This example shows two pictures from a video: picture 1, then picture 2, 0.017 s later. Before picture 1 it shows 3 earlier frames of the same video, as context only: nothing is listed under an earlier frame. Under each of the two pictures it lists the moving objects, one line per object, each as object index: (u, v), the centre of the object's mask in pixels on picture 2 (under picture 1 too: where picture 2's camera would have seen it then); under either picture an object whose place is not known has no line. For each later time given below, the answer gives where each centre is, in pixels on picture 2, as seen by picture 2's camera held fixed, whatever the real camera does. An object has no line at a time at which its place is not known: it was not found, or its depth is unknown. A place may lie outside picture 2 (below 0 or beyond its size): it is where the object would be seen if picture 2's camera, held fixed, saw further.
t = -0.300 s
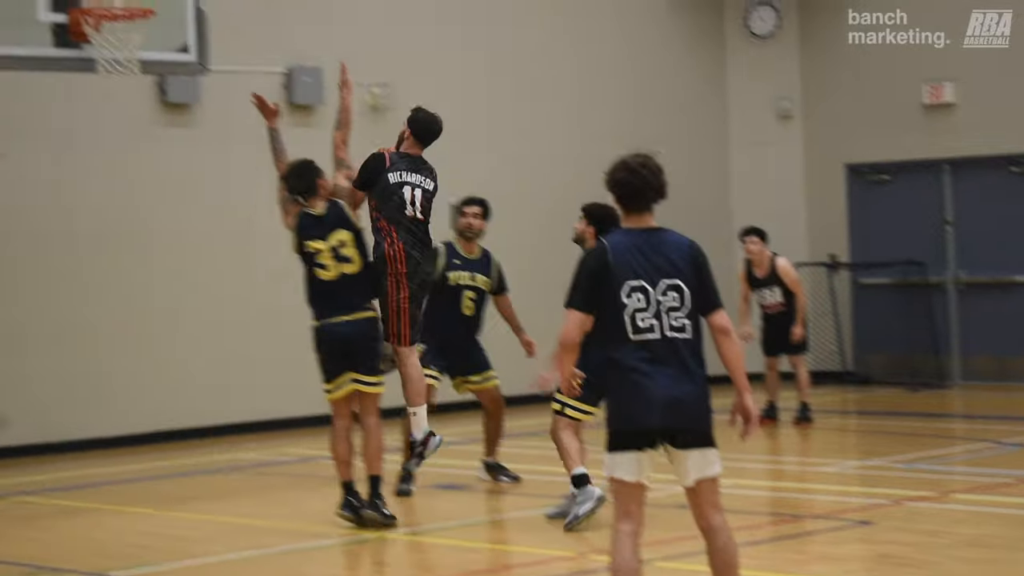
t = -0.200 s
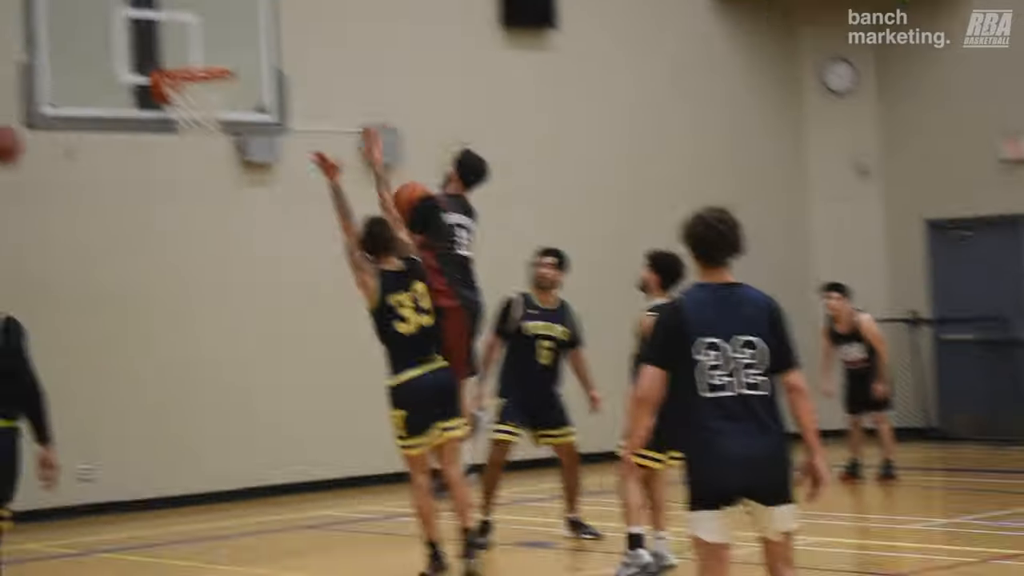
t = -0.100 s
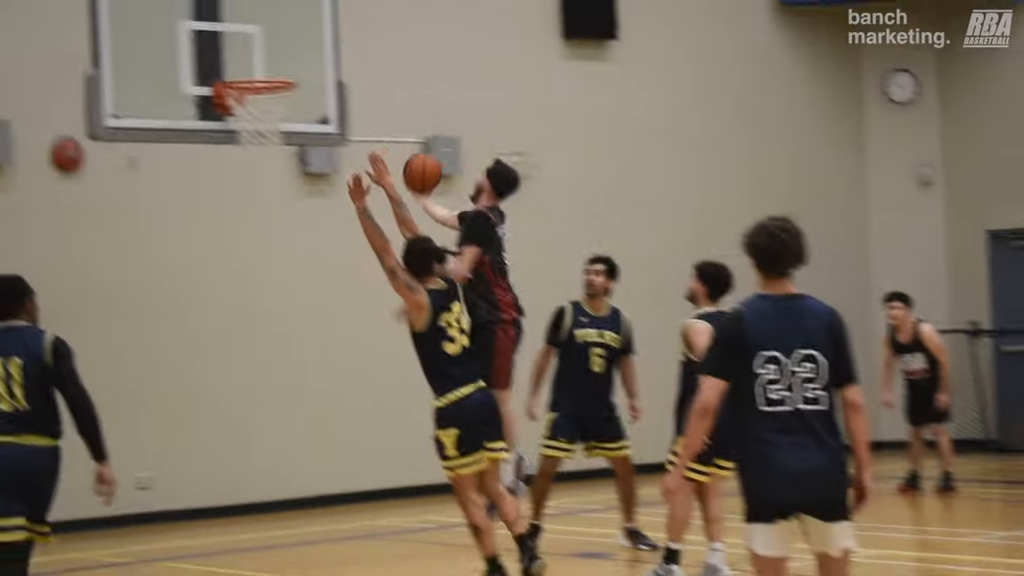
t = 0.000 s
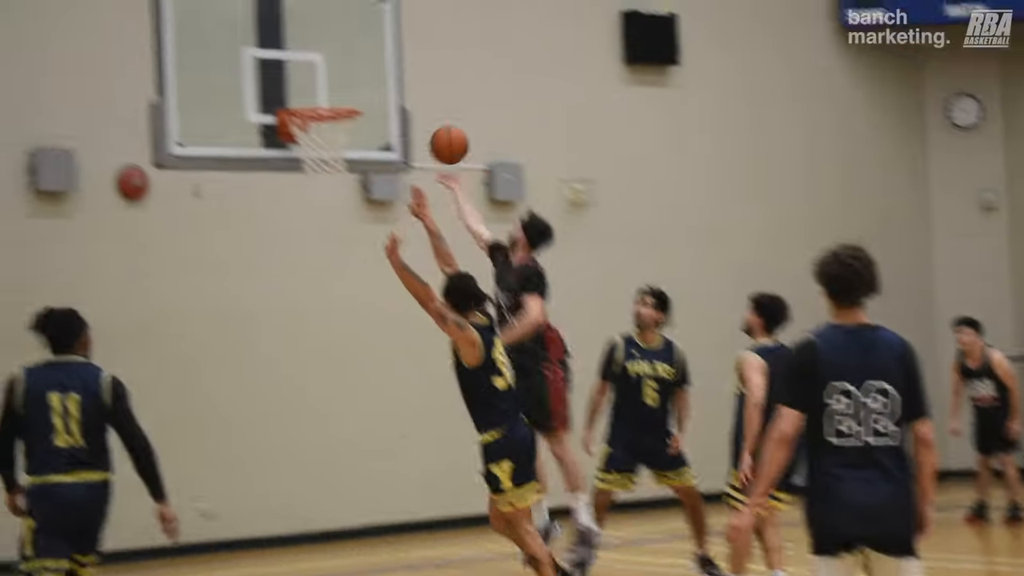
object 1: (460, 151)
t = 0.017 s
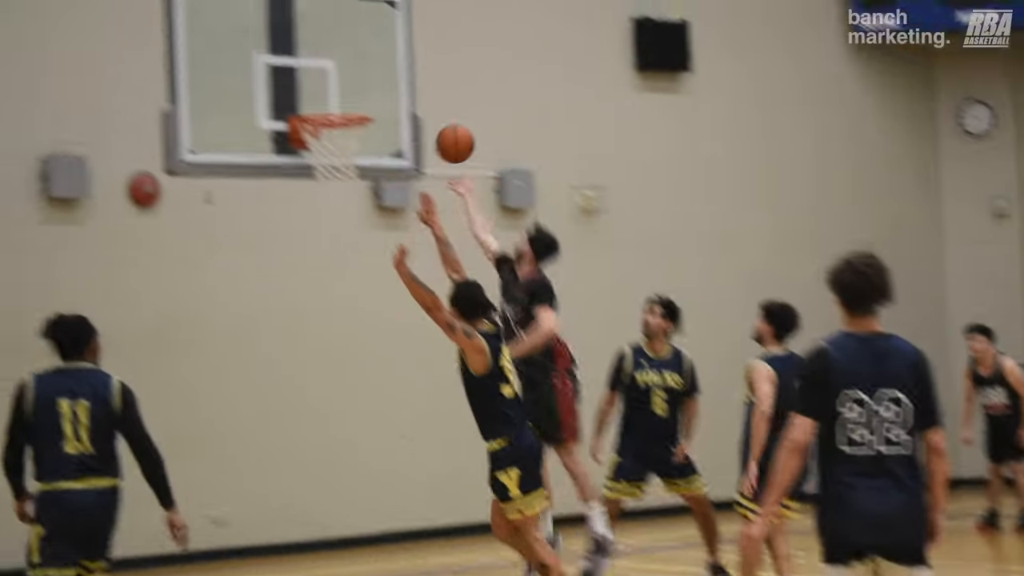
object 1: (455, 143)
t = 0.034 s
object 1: (449, 135)
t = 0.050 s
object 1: (444, 128)
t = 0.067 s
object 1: (438, 122)
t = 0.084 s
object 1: (433, 115)
